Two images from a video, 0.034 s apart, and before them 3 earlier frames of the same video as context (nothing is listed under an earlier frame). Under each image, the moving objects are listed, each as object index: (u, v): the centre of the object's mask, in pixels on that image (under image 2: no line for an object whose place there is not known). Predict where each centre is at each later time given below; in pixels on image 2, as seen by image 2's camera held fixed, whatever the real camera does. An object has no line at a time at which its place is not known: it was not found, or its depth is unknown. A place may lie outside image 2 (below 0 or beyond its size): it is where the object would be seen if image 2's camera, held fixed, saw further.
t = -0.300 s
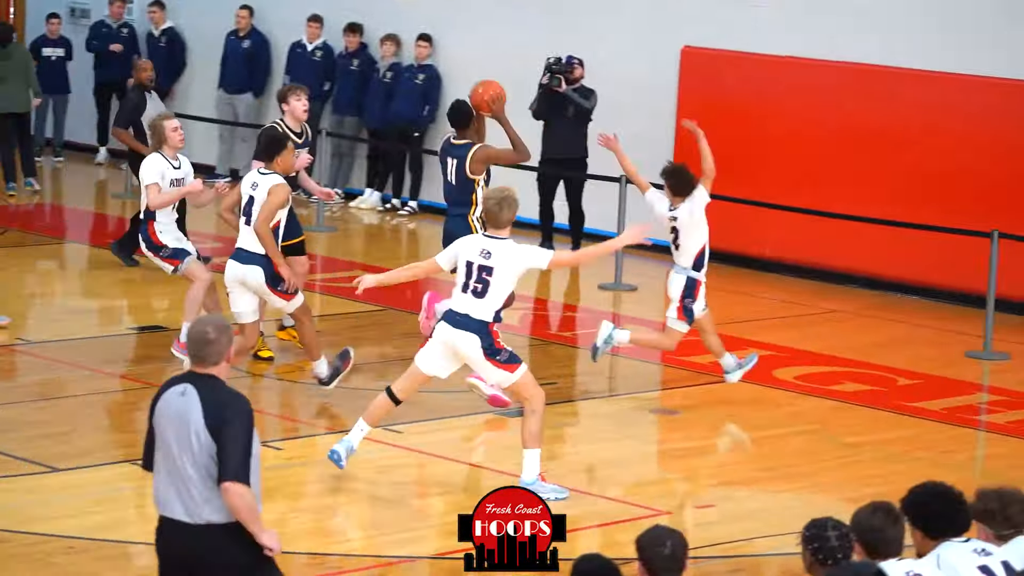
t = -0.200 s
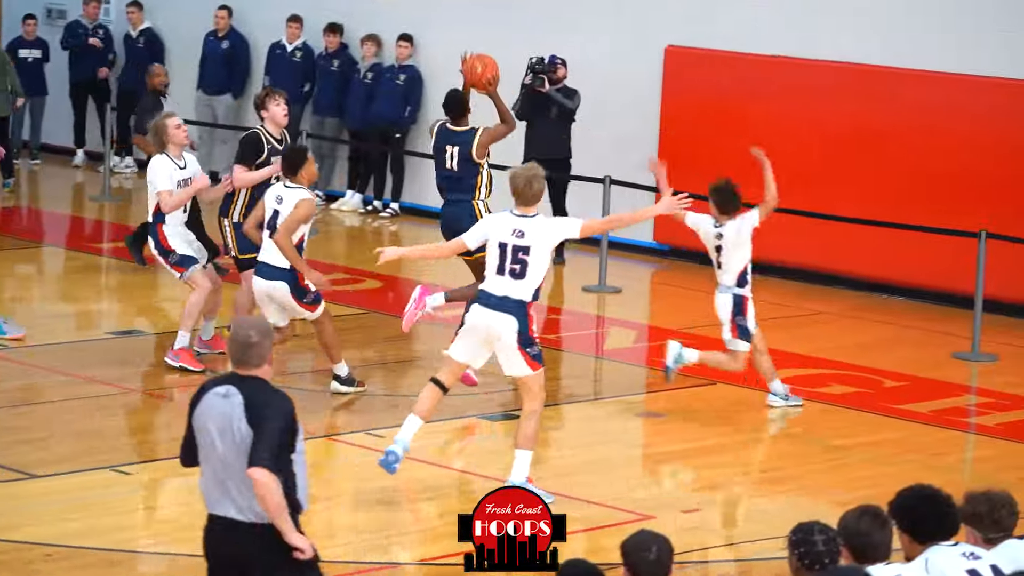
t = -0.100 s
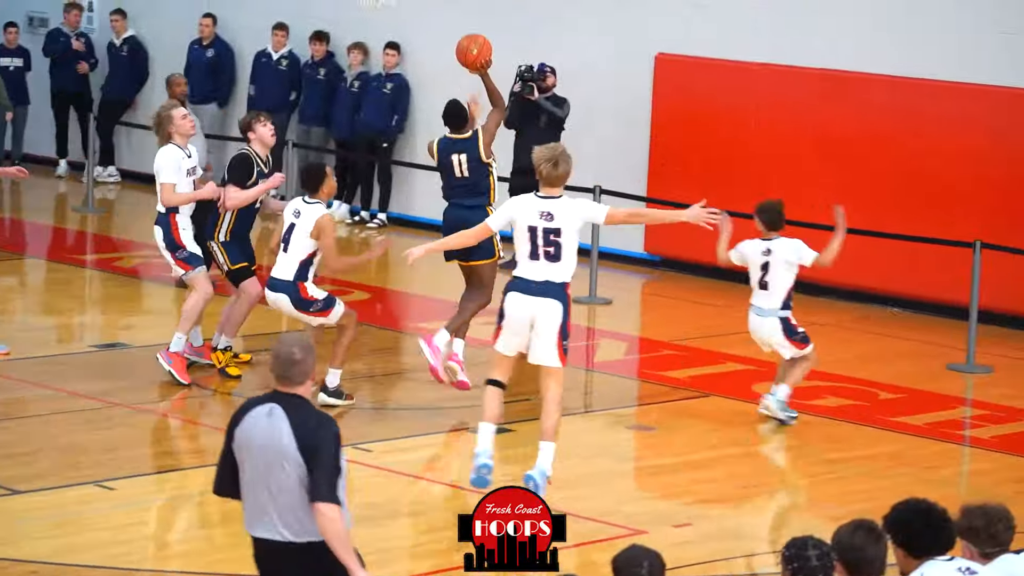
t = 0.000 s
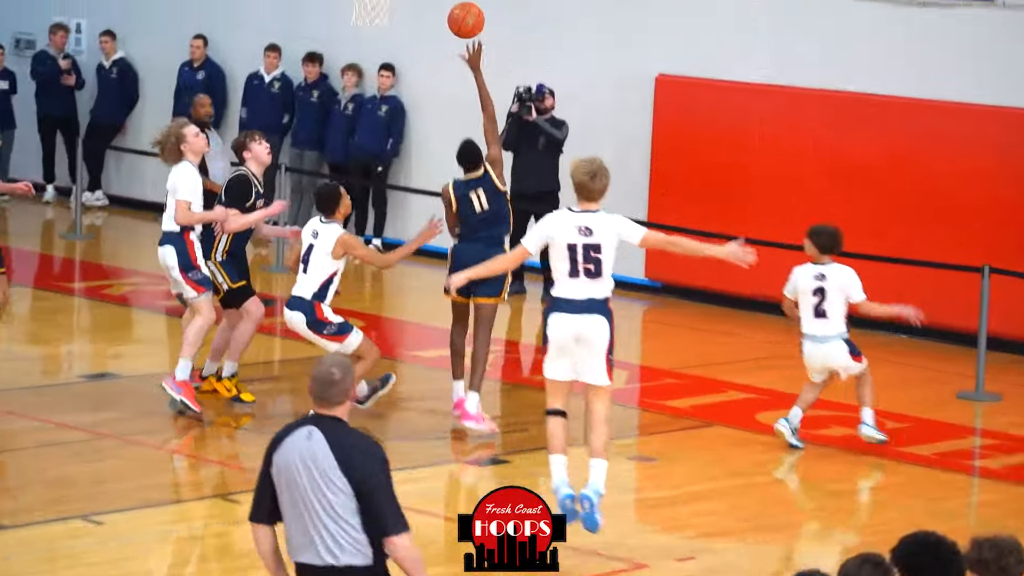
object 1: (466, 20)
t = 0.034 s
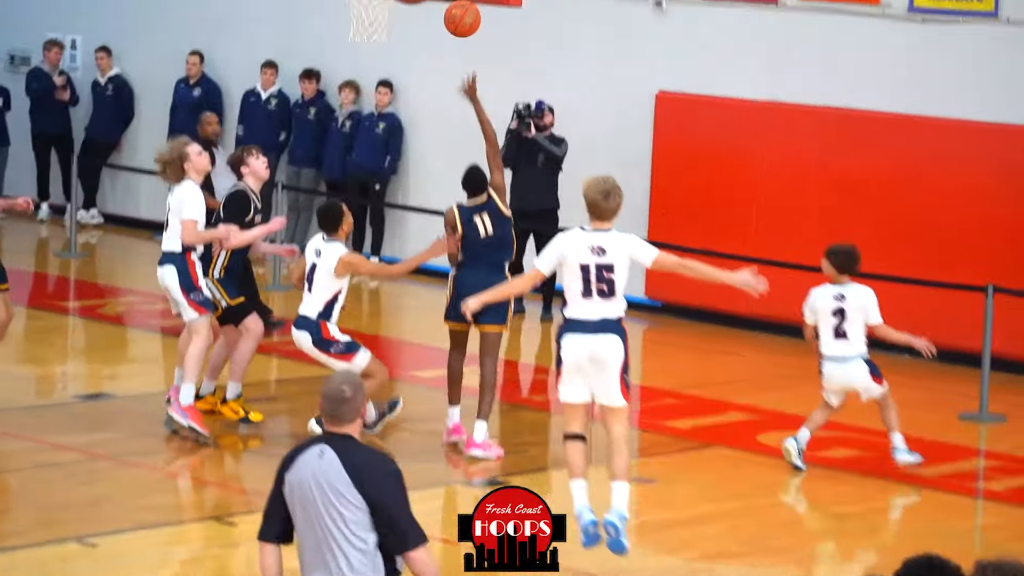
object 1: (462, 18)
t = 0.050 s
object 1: (461, 10)
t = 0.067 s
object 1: (460, 4)
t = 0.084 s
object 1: (459, -5)
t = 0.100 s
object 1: (457, -11)
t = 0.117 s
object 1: (456, -17)
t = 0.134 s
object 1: (454, -23)
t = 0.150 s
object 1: (452, -29)
